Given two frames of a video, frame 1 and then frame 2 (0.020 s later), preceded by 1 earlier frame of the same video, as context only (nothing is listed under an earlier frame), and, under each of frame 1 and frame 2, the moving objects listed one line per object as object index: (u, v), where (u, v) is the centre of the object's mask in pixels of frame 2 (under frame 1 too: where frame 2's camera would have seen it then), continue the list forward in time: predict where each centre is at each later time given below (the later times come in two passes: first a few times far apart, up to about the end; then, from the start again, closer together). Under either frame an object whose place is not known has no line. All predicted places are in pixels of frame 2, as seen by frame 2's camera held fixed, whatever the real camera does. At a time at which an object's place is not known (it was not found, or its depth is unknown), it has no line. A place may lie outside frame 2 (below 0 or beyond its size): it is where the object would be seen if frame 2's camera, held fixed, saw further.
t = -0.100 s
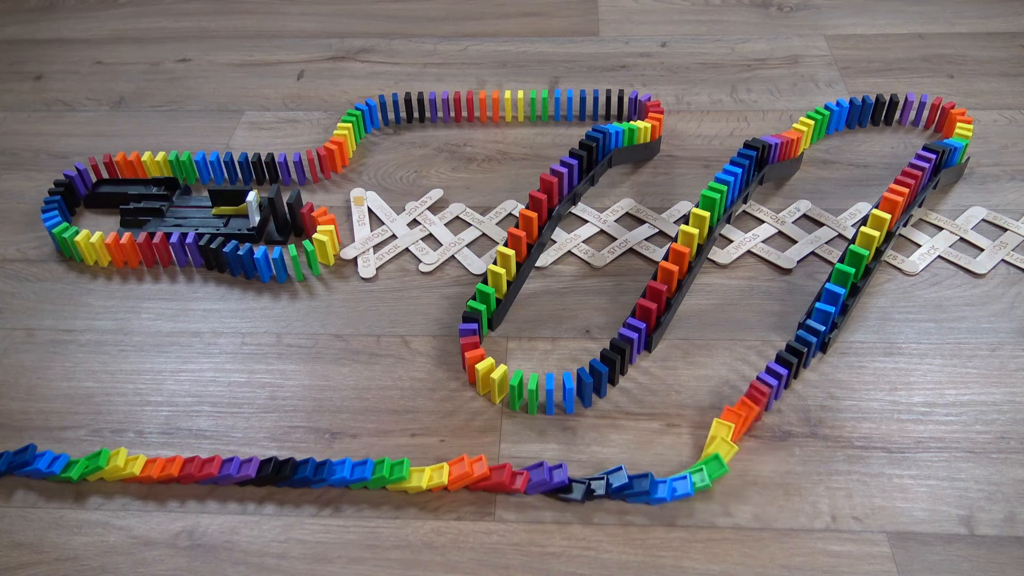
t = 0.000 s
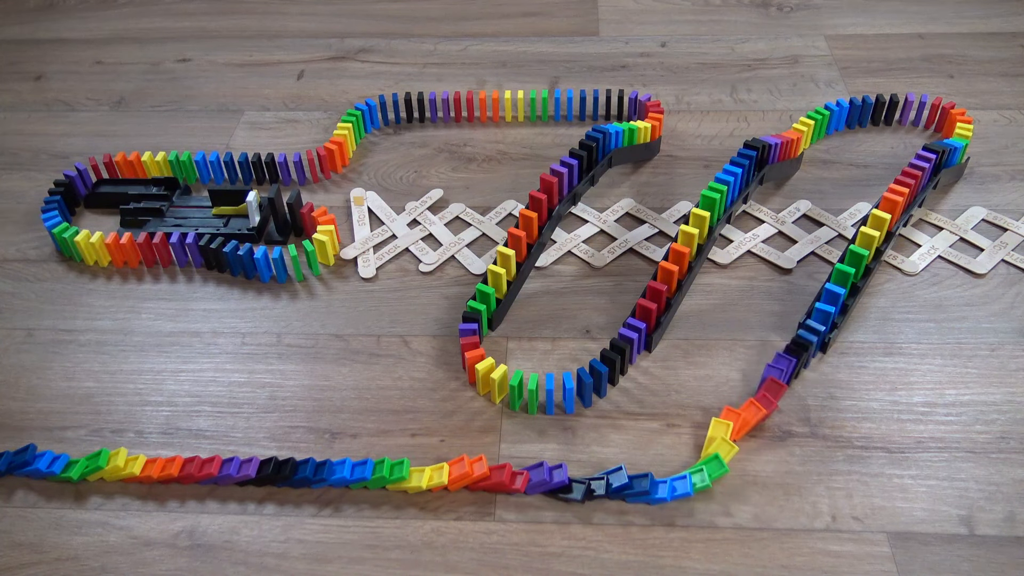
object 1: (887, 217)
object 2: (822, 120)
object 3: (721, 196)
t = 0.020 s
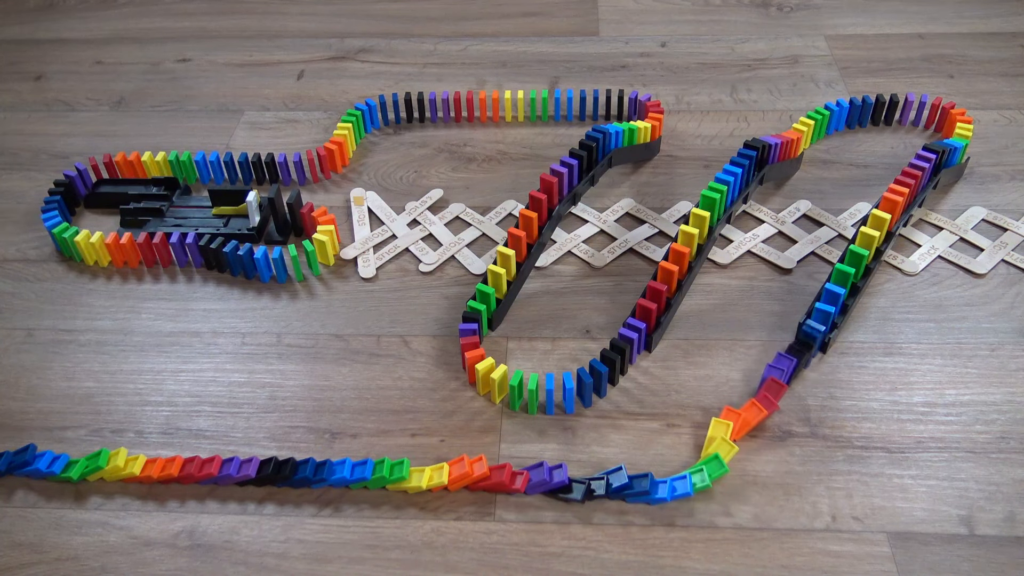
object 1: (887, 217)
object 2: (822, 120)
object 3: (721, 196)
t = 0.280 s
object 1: (888, 215)
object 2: (822, 120)
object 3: (721, 196)
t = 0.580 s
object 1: (893, 208)
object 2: (822, 120)
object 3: (721, 196)
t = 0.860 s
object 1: (887, 215)
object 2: (822, 120)
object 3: (721, 196)
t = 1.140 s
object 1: (887, 216)
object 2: (822, 120)
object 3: (721, 196)
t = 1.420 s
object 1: (887, 216)
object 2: (806, 132)
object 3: (721, 196)
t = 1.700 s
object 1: (887, 216)
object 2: (806, 132)
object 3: (721, 196)
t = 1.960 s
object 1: (887, 216)
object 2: (806, 132)
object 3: (704, 225)
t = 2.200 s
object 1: (887, 216)
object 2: (806, 132)
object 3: (698, 229)
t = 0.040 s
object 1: (887, 217)
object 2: (822, 120)
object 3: (721, 196)
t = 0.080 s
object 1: (887, 217)
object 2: (822, 120)
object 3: (721, 196)
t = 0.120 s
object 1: (887, 217)
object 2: (822, 120)
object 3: (721, 196)
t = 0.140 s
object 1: (887, 217)
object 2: (822, 120)
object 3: (721, 196)
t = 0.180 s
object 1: (886, 217)
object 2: (822, 120)
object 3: (721, 196)
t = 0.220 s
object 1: (886, 217)
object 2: (822, 120)
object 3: (721, 196)
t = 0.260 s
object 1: (886, 217)
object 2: (822, 120)
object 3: (721, 196)
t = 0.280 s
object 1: (888, 215)
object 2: (822, 120)
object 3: (721, 196)
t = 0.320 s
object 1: (891, 211)
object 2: (822, 120)
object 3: (721, 196)
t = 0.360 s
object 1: (891, 207)
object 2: (822, 120)
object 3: (721, 196)
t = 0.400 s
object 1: (892, 207)
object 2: (822, 120)
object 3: (721, 196)
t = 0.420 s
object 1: (893, 207)
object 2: (822, 120)
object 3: (721, 196)
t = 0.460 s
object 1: (893, 207)
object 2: (822, 120)
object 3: (721, 196)
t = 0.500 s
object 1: (894, 209)
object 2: (822, 120)
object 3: (721, 196)
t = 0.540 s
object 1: (896, 209)
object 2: (822, 120)
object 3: (721, 196)
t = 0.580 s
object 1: (893, 208)
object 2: (822, 120)
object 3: (721, 196)
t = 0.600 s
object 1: (891, 209)
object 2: (822, 120)
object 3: (721, 196)
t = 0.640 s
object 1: (892, 207)
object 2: (822, 120)
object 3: (721, 196)
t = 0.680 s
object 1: (893, 208)
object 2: (822, 120)
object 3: (721, 196)
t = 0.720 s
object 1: (887, 214)
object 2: (822, 120)
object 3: (721, 196)
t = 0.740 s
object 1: (887, 215)
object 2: (822, 120)
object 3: (721, 196)
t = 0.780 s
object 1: (887, 215)
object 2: (822, 120)
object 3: (721, 196)
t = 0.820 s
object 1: (887, 215)
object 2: (822, 120)
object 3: (721, 196)
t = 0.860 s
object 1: (887, 215)
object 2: (822, 120)
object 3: (721, 196)
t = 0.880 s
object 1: (887, 215)
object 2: (822, 120)
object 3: (721, 196)
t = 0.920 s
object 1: (887, 215)
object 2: (822, 120)
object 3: (721, 196)
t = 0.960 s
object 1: (887, 215)
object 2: (822, 120)
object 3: (721, 196)
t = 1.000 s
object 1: (887, 216)
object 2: (822, 120)
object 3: (721, 196)
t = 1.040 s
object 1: (887, 216)
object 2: (822, 120)
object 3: (721, 196)
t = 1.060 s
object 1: (887, 216)
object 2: (822, 120)
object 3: (721, 196)
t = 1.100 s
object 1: (887, 216)
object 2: (822, 120)
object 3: (721, 196)
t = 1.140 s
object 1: (887, 216)
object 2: (822, 120)
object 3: (721, 196)
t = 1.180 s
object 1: (887, 216)
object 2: (821, 122)
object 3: (721, 196)
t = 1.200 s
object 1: (887, 216)
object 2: (821, 129)
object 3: (721, 196)
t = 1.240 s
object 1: (887, 216)
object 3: (721, 196)
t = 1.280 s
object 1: (887, 216)
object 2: (807, 131)
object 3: (721, 196)
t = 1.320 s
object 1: (887, 216)
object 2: (806, 132)
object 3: (721, 196)
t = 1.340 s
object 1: (887, 216)
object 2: (806, 132)
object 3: (721, 196)
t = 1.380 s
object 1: (887, 216)
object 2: (806, 132)
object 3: (721, 196)
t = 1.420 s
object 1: (887, 216)
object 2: (806, 132)
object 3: (721, 196)
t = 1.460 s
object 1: (887, 216)
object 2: (806, 132)
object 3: (721, 196)
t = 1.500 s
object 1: (887, 216)
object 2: (806, 132)
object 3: (721, 196)
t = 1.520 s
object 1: (887, 216)
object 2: (806, 132)
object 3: (721, 196)
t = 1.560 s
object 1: (887, 216)
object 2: (806, 132)
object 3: (721, 196)
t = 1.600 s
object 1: (887, 216)
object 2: (806, 132)
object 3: (721, 196)
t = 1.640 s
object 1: (887, 216)
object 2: (806, 132)
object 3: (721, 196)
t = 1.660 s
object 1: (887, 216)
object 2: (806, 132)
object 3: (721, 196)
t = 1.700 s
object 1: (887, 216)
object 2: (806, 132)
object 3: (721, 196)
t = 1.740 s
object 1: (887, 216)
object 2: (806, 132)
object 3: (721, 196)
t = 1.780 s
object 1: (887, 216)
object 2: (806, 132)
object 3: (719, 200)
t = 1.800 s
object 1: (887, 216)
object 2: (806, 132)
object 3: (717, 205)
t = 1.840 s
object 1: (887, 216)
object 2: (806, 132)
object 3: (710, 215)
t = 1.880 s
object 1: (887, 216)
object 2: (806, 132)
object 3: (707, 221)
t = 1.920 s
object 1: (887, 216)
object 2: (806, 132)
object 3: (707, 222)
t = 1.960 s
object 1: (887, 216)
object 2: (806, 132)
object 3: (704, 225)
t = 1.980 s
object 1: (887, 216)
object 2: (806, 132)
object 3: (704, 225)
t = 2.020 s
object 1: (887, 216)
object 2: (806, 132)
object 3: (703, 225)
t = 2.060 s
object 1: (887, 216)
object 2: (806, 132)
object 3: (702, 224)
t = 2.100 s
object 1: (887, 216)
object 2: (806, 132)
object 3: (701, 226)
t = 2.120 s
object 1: (887, 216)
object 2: (806, 132)
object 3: (700, 226)
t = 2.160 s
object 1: (887, 216)
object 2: (806, 132)
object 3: (698, 227)
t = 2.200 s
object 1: (887, 216)
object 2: (806, 132)
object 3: (698, 229)
